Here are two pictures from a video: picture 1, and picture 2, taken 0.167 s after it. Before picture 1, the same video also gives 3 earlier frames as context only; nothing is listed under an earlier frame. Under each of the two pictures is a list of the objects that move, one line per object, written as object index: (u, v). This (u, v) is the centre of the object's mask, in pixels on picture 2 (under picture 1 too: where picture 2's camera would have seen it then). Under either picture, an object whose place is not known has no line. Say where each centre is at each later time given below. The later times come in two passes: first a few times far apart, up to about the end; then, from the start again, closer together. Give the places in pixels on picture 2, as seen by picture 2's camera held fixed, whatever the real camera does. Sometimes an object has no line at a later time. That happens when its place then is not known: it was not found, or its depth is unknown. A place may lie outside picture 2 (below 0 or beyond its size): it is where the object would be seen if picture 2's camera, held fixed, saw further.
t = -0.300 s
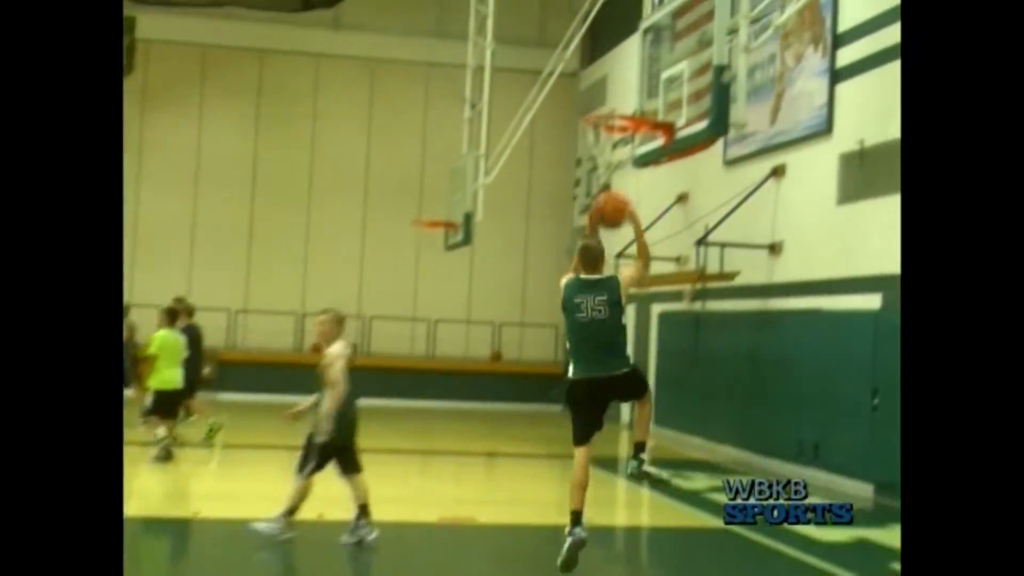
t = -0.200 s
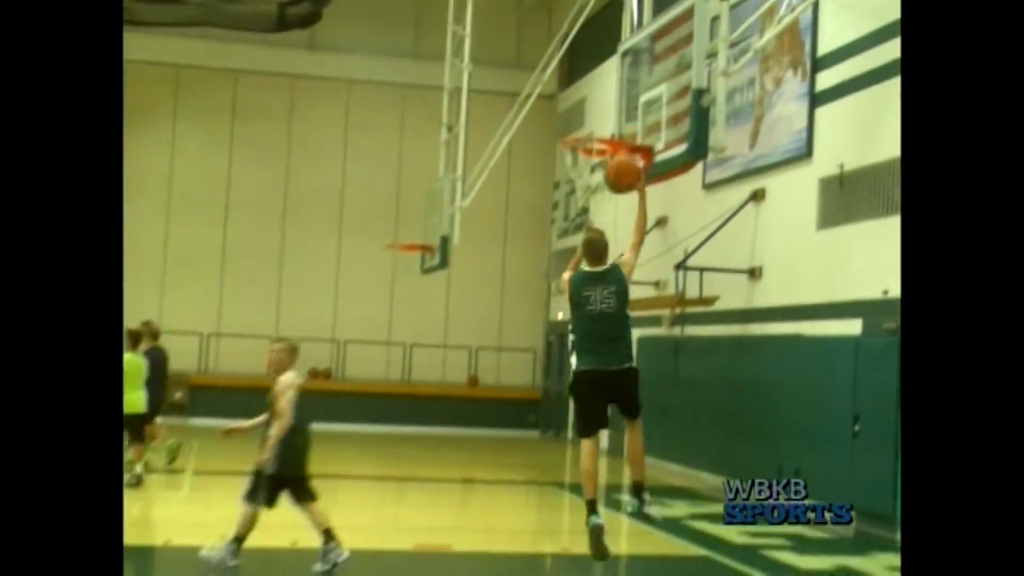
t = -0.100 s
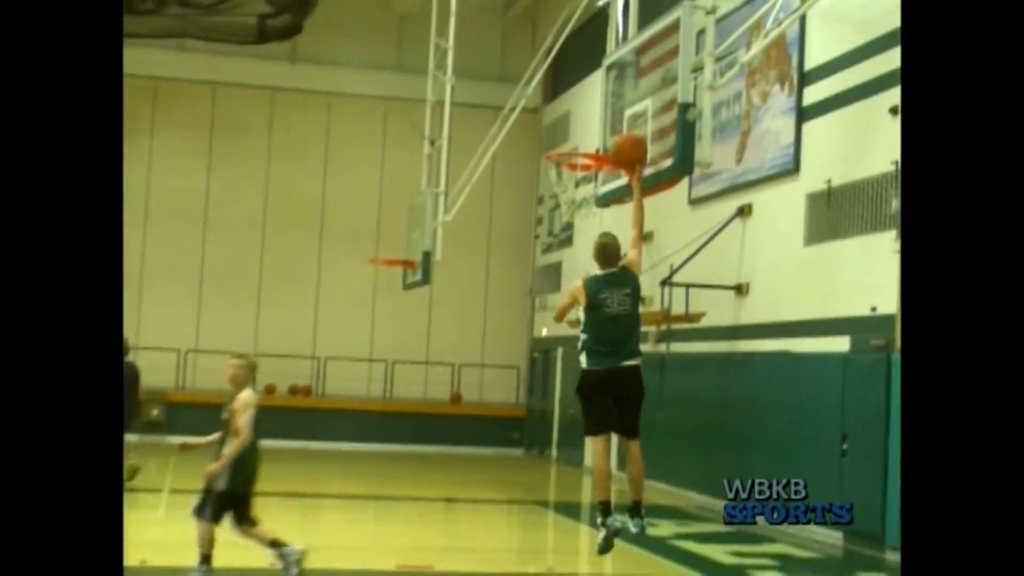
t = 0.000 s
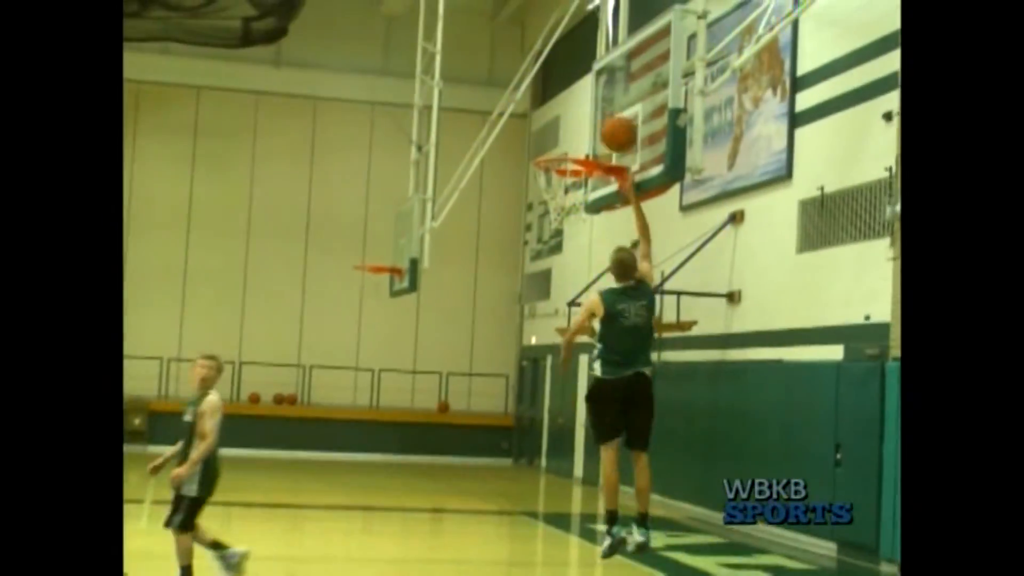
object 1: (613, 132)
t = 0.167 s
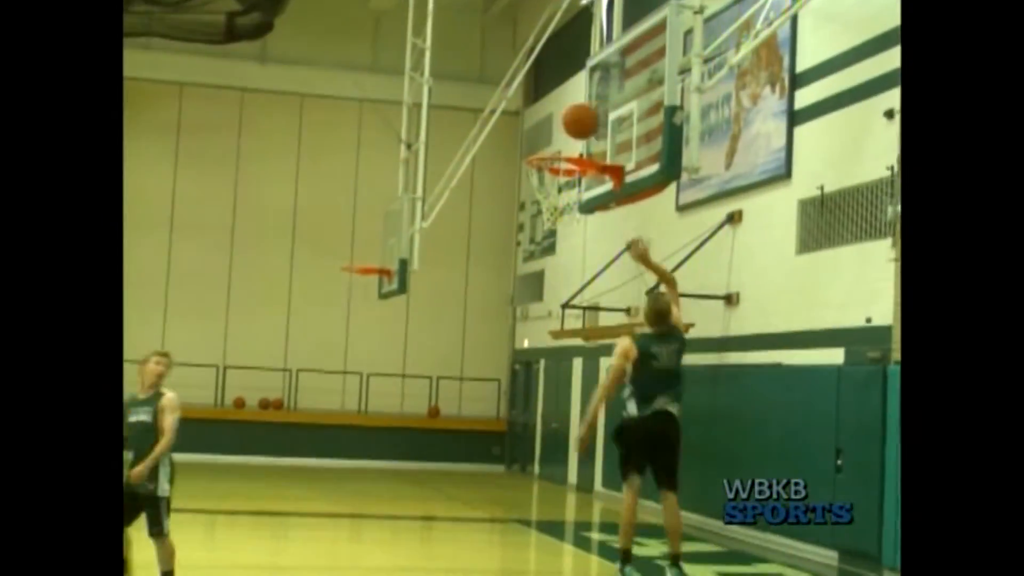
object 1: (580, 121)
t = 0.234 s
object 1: (566, 128)
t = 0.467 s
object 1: (555, 144)
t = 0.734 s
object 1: (564, 210)
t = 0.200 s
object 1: (573, 124)
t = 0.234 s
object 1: (566, 128)
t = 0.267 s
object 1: (559, 134)
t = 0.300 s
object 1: (554, 140)
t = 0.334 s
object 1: (554, 139)
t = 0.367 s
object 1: (554, 139)
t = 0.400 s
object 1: (554, 140)
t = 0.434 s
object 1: (554, 141)
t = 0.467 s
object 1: (555, 144)
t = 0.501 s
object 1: (555, 152)
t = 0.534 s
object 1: (552, 161)
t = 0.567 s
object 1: (554, 176)
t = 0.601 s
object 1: (553, 178)
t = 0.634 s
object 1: (558, 184)
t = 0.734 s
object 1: (564, 210)
